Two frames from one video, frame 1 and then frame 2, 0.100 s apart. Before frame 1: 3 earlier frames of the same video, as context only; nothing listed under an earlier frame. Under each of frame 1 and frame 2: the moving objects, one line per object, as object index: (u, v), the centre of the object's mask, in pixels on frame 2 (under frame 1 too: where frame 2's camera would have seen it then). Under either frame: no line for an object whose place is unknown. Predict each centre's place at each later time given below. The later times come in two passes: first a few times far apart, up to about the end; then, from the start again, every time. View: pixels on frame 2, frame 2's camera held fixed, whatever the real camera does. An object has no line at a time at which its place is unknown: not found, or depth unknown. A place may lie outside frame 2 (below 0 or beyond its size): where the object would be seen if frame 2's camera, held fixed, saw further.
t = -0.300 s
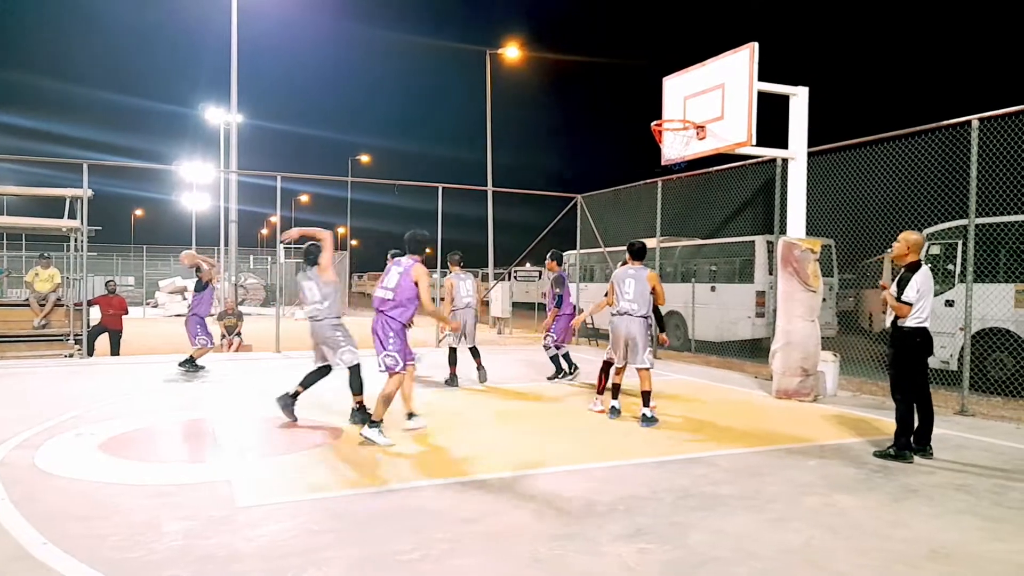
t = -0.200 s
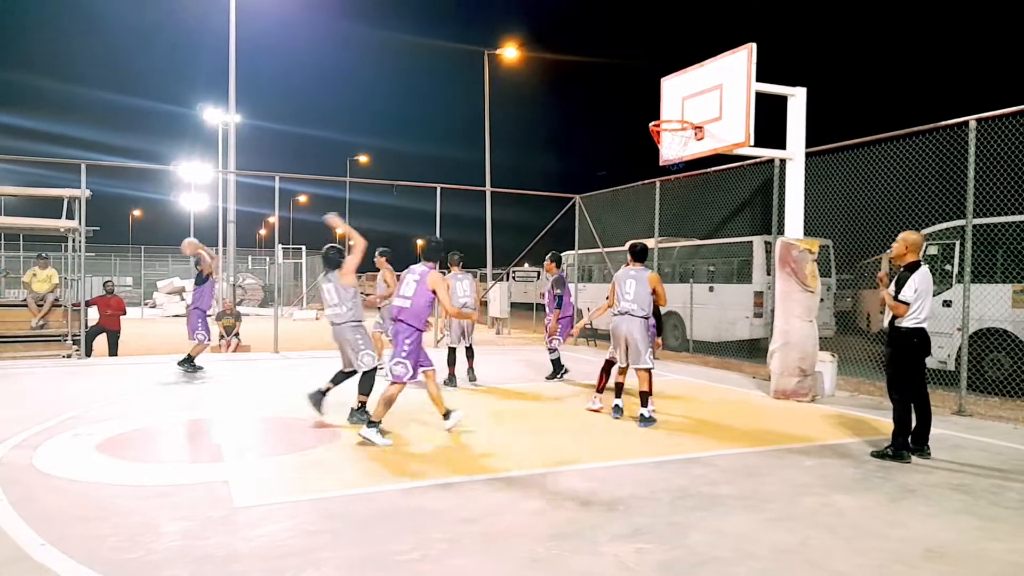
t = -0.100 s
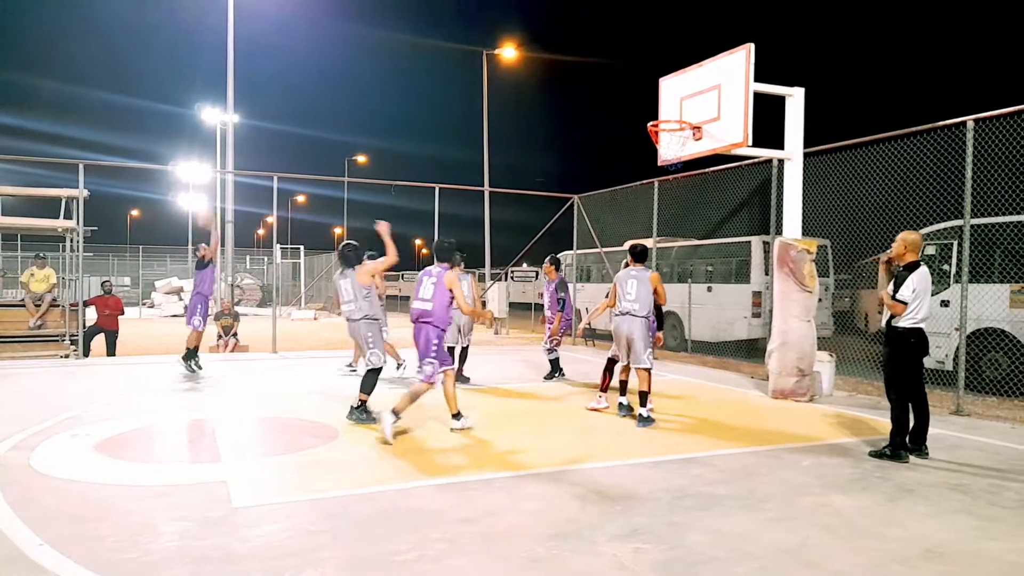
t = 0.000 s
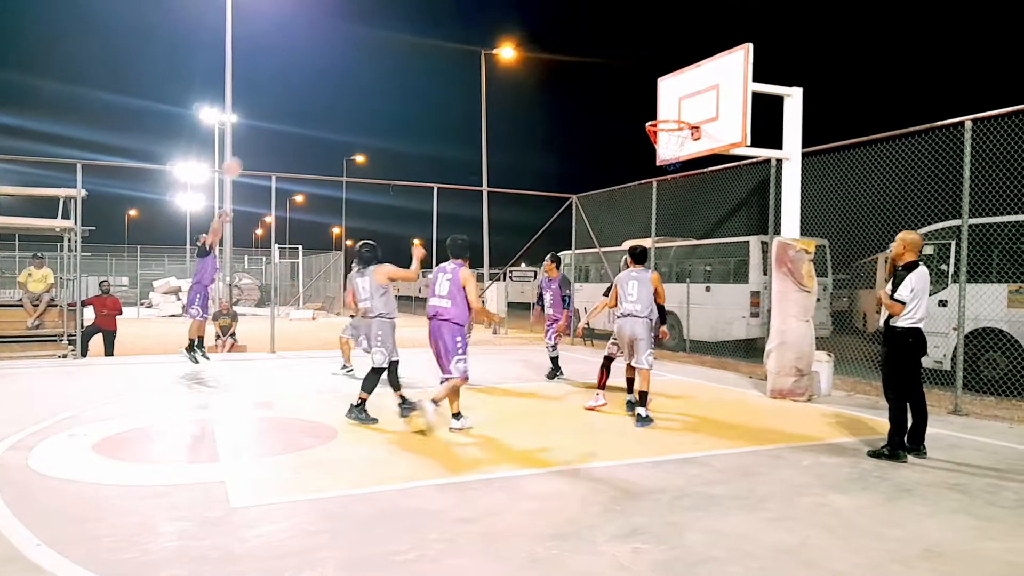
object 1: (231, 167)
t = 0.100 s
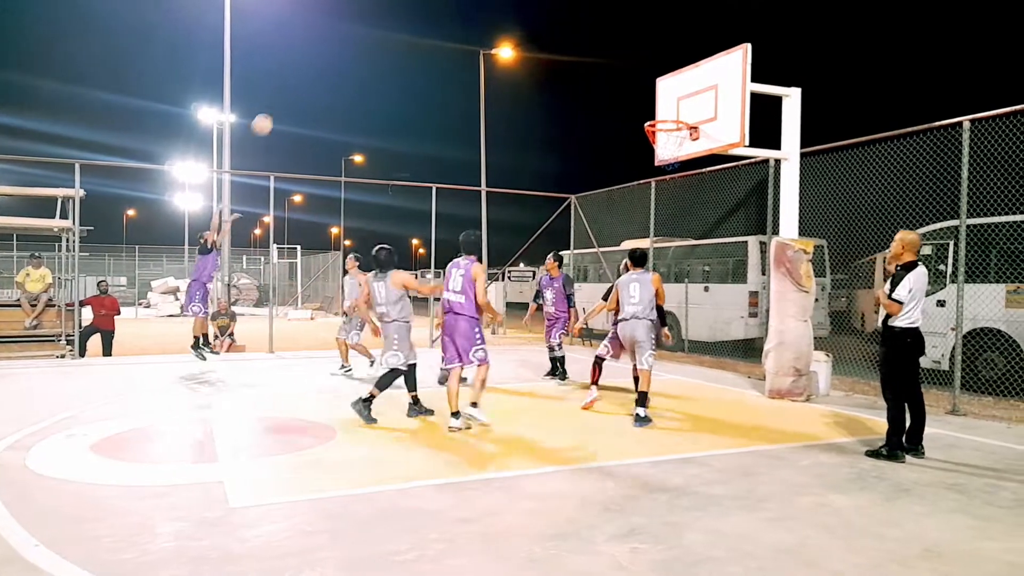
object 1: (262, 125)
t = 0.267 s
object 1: (316, 67)
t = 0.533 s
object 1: (411, 12)
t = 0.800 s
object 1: (515, 14)
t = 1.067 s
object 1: (629, 80)
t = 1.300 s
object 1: (706, 104)
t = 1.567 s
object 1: (669, 111)
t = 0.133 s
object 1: (273, 112)
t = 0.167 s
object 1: (284, 99)
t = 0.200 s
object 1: (295, 88)
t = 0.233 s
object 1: (306, 77)
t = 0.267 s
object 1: (316, 67)
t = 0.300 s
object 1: (328, 57)
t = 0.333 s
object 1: (339, 48)
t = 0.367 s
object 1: (351, 40)
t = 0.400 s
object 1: (362, 33)
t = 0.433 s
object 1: (374, 26)
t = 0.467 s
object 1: (386, 21)
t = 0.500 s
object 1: (399, 16)
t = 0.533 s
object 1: (411, 12)
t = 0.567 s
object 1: (423, 10)
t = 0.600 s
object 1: (436, 9)
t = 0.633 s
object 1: (449, 8)
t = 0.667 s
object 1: (461, 8)
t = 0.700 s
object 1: (474, 8)
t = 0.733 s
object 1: (488, 9)
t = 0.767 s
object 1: (502, 10)
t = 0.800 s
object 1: (515, 14)
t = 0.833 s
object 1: (529, 18)
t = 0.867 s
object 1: (543, 24)
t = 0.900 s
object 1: (557, 30)
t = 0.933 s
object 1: (571, 38)
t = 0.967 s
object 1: (585, 47)
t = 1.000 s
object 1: (600, 57)
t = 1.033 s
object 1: (614, 68)
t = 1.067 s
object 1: (629, 80)
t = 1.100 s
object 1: (643, 94)
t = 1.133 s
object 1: (657, 108)
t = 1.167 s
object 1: (670, 110)
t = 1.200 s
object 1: (679, 107)
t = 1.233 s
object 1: (688, 106)
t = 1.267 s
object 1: (697, 104)
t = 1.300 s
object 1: (706, 104)
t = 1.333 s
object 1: (705, 102)
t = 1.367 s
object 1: (700, 100)
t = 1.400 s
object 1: (695, 99)
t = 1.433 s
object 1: (690, 99)
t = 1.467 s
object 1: (685, 100)
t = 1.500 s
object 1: (680, 103)
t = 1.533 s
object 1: (675, 107)
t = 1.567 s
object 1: (669, 111)
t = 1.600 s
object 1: (664, 117)
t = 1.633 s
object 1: (658, 125)
